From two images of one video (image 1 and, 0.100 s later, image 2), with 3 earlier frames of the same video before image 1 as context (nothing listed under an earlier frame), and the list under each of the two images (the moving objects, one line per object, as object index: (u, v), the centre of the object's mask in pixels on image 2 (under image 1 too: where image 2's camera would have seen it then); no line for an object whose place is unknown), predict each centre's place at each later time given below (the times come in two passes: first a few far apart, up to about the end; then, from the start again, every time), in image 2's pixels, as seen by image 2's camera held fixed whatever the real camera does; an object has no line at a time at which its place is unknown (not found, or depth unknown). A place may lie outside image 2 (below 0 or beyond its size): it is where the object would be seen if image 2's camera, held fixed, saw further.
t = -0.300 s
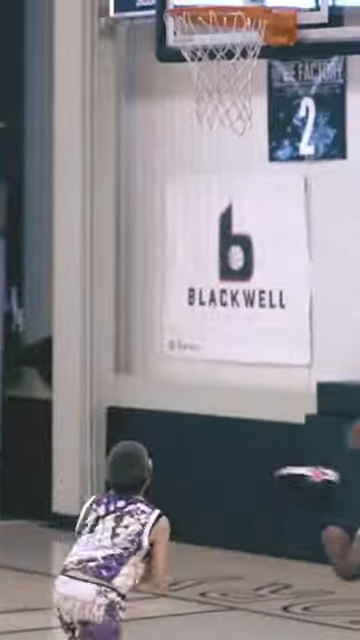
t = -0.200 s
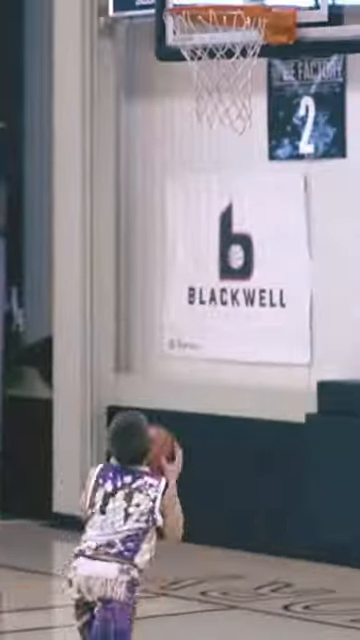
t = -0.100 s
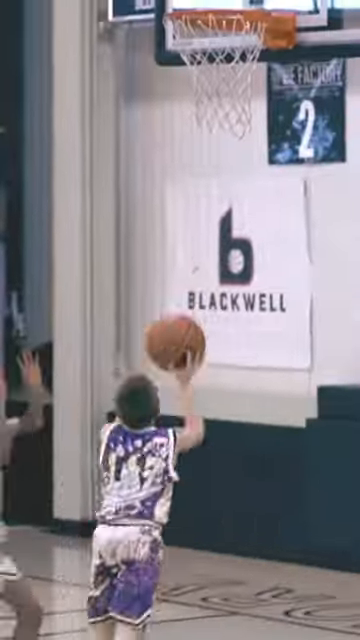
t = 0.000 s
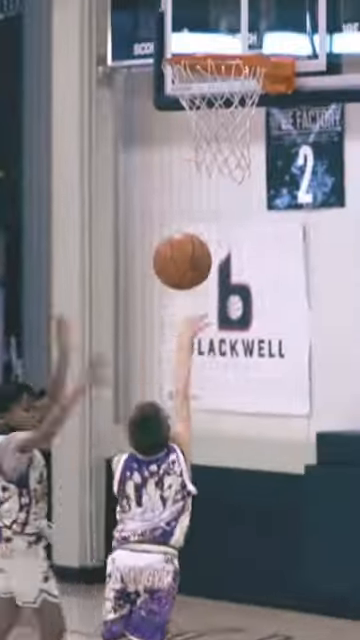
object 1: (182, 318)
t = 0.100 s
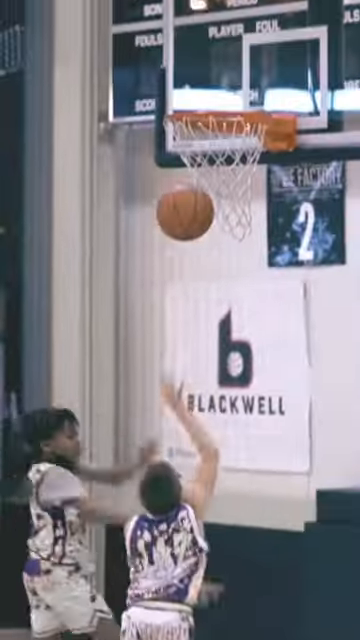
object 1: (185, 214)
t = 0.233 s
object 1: (186, 115)
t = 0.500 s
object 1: (190, 55)
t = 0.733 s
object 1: (202, 127)
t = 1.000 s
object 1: (261, 252)
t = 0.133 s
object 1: (185, 184)
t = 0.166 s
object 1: (185, 160)
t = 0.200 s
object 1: (186, 135)
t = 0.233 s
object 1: (186, 115)
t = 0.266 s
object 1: (187, 98)
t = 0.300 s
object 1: (187, 84)
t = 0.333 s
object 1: (188, 72)
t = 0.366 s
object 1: (189, 64)
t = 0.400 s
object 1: (189, 59)
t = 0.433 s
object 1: (190, 56)
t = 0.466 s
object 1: (190, 54)
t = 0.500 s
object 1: (190, 55)
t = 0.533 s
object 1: (190, 59)
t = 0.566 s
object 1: (190, 65)
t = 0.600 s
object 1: (190, 74)
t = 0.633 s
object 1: (190, 85)
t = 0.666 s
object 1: (191, 94)
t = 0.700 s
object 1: (193, 108)
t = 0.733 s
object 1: (202, 127)
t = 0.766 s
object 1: (209, 139)
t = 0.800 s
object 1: (215, 157)
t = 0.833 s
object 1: (225, 174)
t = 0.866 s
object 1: (234, 191)
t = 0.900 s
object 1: (241, 205)
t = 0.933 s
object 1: (249, 218)
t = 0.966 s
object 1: (255, 235)
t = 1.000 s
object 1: (261, 252)
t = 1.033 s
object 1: (268, 275)
